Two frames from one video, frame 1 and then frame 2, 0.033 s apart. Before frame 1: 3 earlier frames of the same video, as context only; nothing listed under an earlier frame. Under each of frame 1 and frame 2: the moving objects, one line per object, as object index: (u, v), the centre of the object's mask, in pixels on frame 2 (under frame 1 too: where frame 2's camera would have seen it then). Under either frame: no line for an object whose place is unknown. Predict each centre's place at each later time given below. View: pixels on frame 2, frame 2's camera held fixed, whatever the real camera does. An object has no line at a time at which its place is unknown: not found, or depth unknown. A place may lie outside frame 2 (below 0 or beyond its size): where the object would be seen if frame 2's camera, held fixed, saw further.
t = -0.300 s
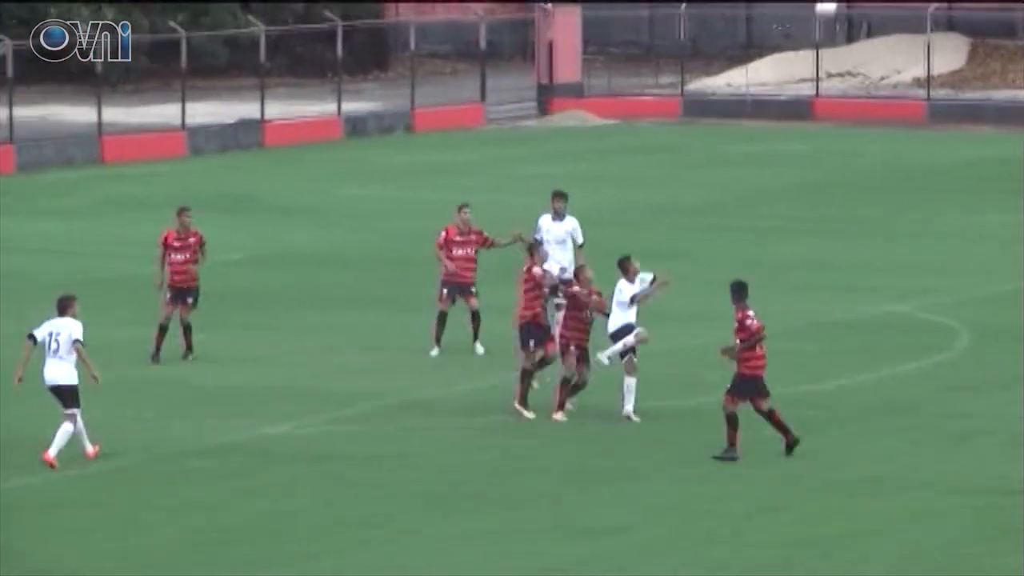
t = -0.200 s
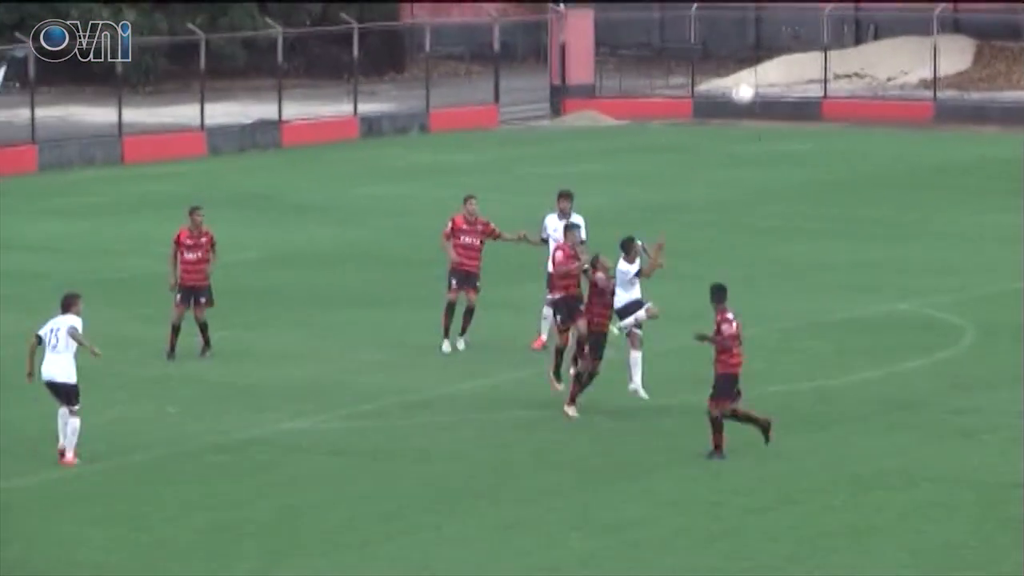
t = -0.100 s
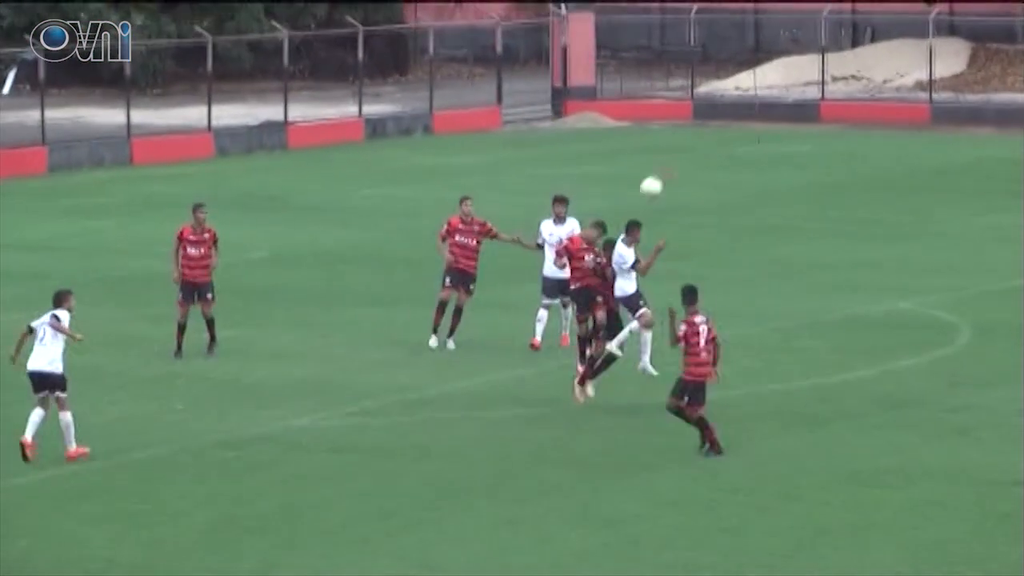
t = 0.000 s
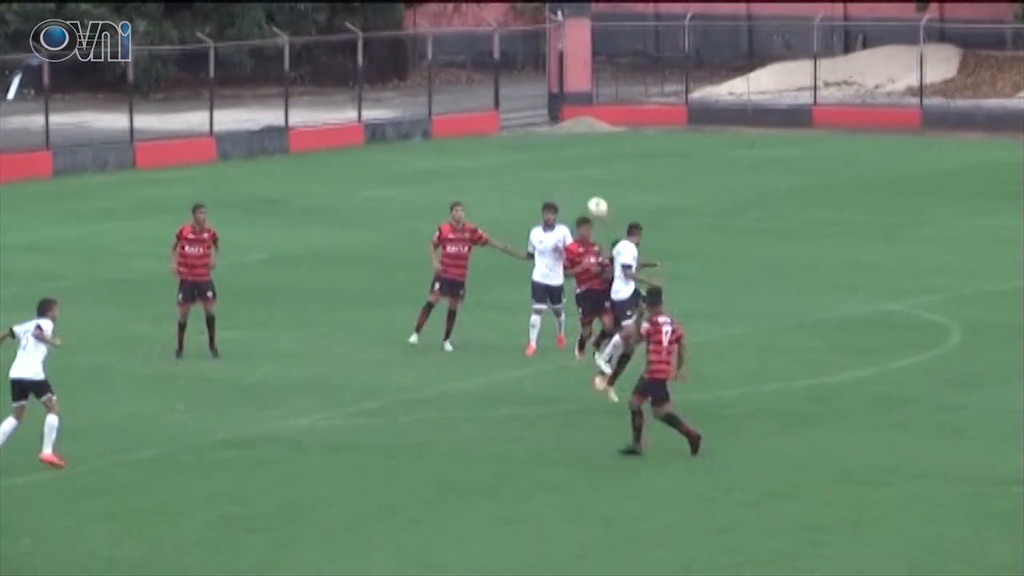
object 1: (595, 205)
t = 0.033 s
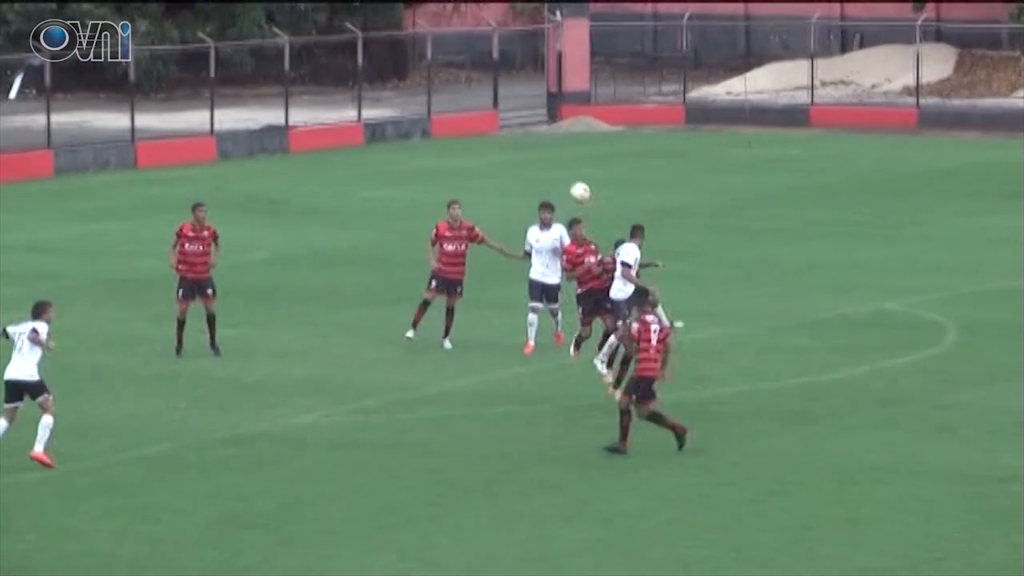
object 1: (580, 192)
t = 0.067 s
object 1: (564, 179)
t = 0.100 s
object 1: (550, 167)
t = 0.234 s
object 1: (481, 132)
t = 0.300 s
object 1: (449, 119)
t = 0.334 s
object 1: (434, 115)
